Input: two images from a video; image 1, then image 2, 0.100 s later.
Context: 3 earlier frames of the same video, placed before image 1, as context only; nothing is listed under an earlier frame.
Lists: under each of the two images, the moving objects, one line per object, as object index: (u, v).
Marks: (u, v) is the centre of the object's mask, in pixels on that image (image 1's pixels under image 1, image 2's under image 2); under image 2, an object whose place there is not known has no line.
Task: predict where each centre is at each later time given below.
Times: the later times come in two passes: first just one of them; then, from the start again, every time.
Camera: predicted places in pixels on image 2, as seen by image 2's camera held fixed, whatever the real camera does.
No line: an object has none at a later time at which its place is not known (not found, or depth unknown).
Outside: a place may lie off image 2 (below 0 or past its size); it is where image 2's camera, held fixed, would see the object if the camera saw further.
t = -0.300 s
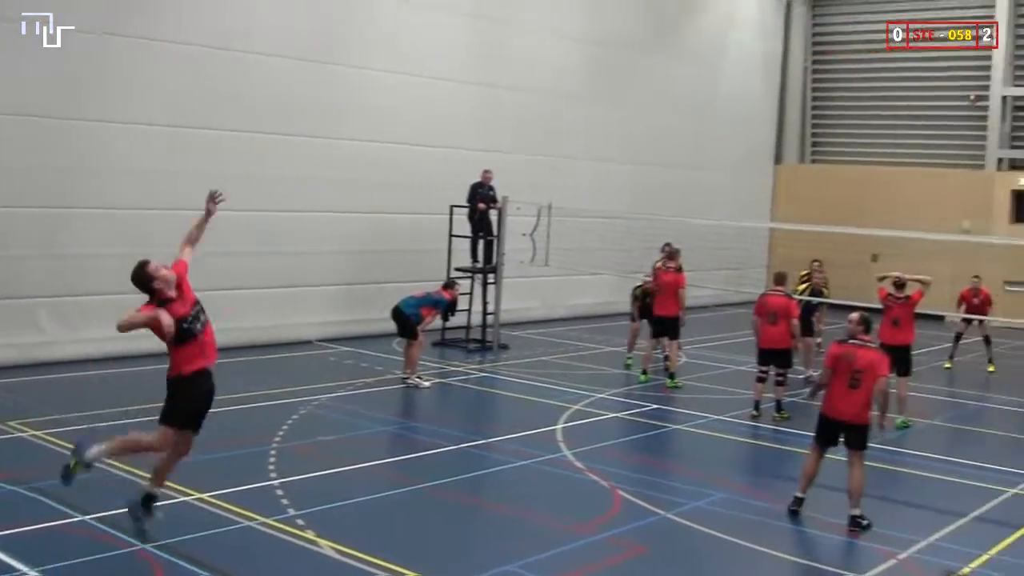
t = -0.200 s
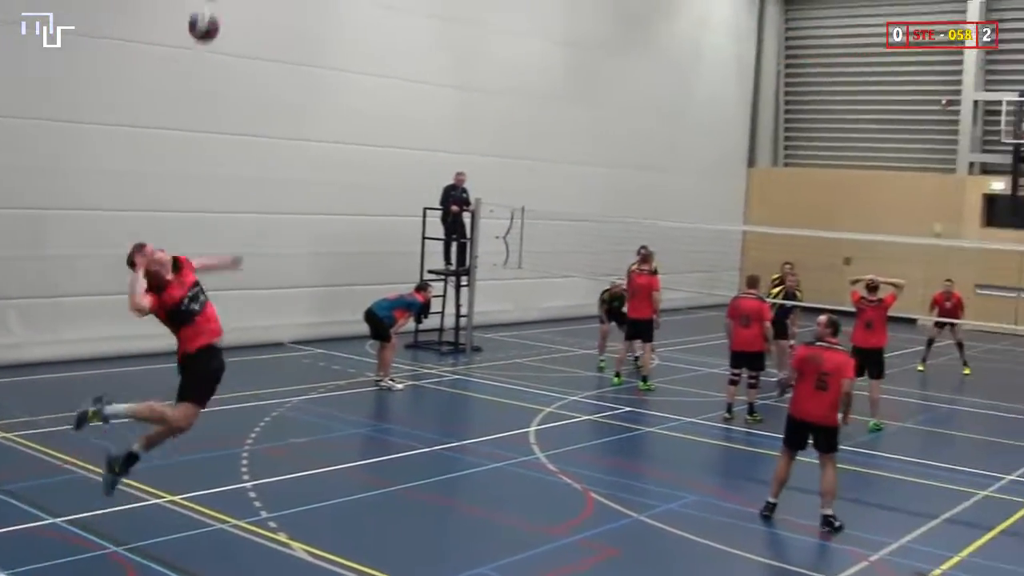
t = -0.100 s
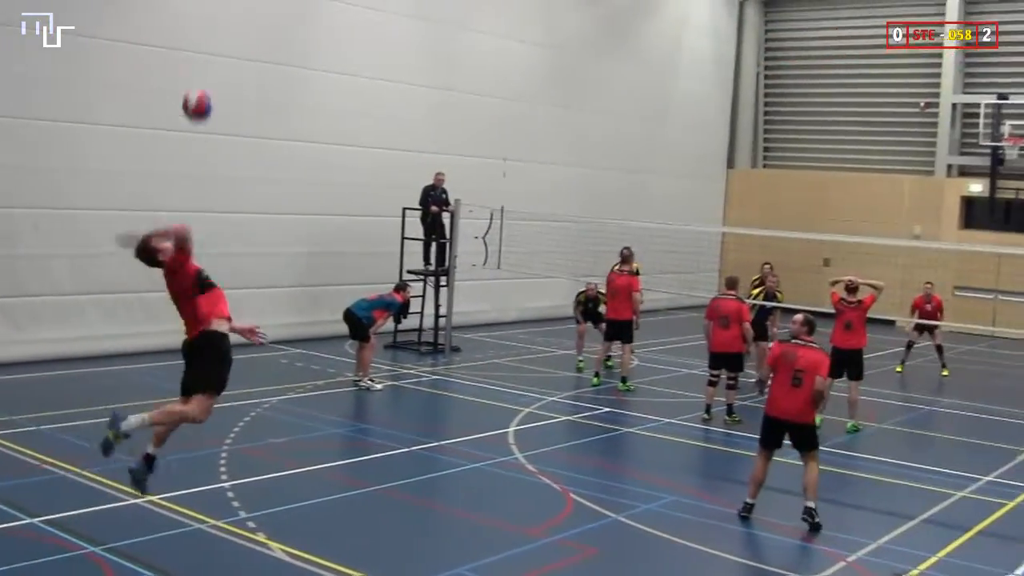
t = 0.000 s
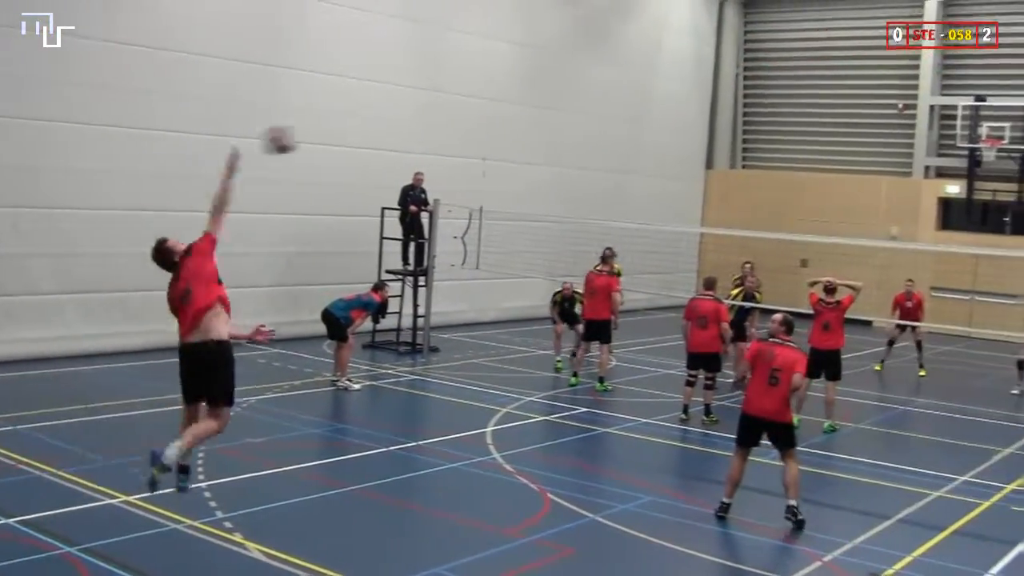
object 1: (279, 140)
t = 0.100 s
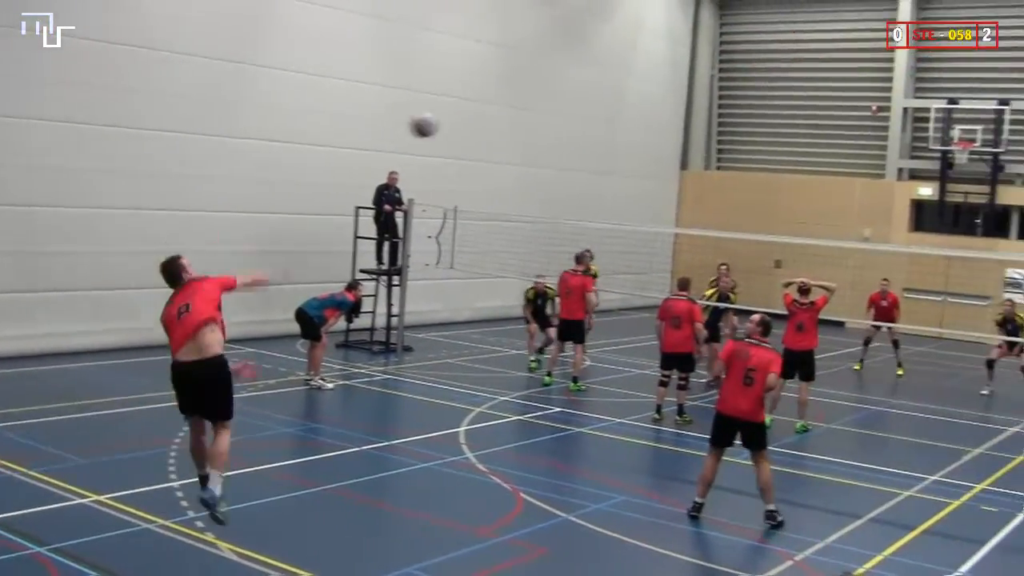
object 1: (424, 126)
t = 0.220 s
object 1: (550, 136)
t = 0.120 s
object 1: (448, 126)
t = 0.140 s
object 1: (472, 127)
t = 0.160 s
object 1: (494, 128)
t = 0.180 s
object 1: (515, 130)
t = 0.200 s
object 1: (535, 132)
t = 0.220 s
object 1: (550, 136)
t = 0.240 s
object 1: (566, 139)
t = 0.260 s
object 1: (581, 143)
